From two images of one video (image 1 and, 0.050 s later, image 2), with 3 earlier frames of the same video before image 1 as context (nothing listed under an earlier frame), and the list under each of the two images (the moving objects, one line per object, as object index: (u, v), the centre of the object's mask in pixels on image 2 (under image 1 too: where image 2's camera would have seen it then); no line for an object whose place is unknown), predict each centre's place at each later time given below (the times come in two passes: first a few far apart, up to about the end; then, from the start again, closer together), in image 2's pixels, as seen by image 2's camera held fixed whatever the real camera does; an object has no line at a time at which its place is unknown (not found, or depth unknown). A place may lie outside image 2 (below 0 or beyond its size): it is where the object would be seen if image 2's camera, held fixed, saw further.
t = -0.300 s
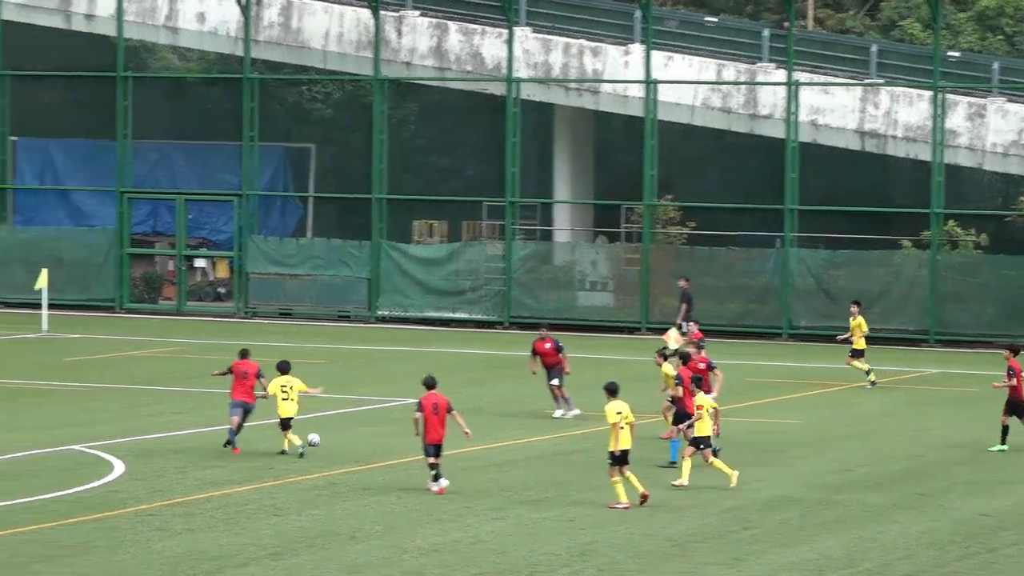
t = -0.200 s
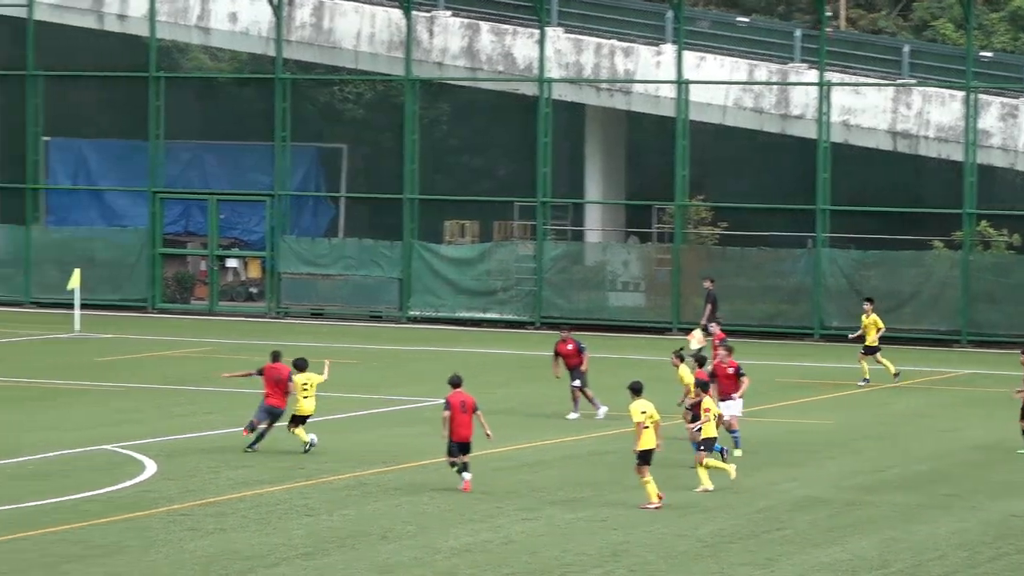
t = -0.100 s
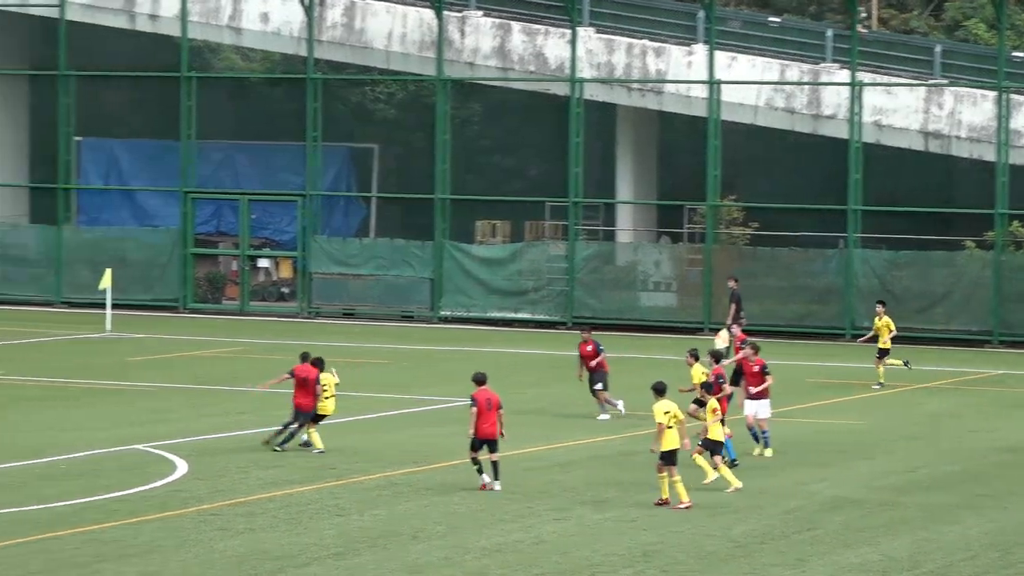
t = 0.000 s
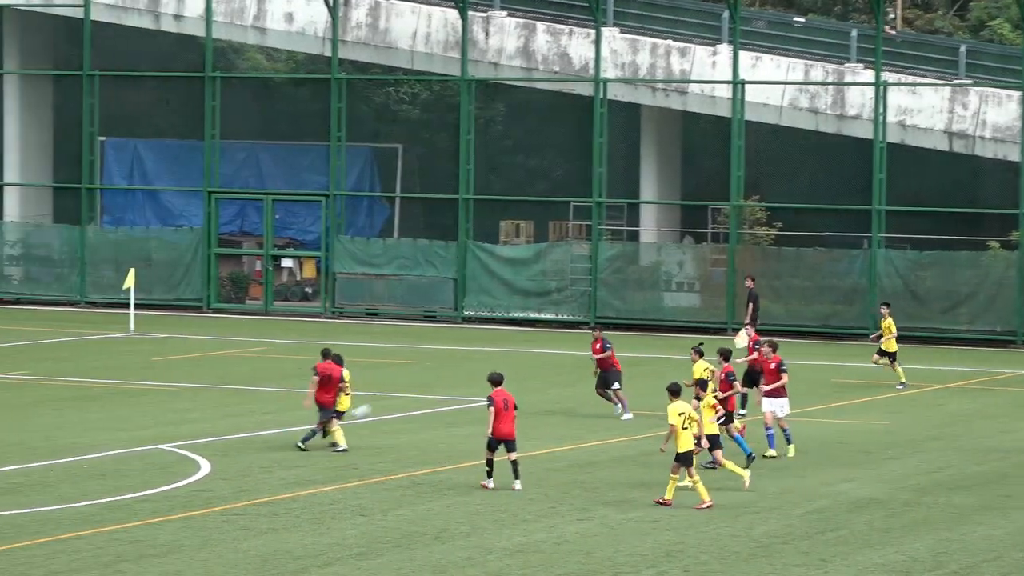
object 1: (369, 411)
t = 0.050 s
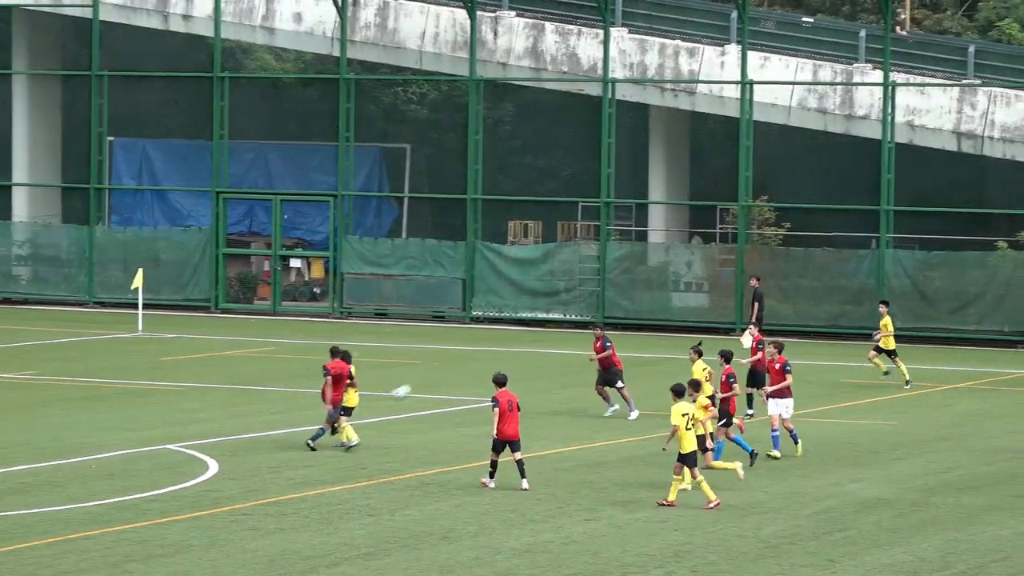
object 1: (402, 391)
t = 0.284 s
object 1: (545, 320)
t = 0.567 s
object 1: (706, 272)
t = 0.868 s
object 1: (861, 265)
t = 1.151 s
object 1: (1003, 298)
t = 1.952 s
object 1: (1269, 363)
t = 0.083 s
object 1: (423, 380)
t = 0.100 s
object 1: (434, 375)
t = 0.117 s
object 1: (444, 369)
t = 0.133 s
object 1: (455, 363)
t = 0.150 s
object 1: (464, 358)
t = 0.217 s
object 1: (507, 337)
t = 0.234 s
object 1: (517, 333)
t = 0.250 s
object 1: (526, 328)
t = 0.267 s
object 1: (536, 324)
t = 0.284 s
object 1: (545, 320)
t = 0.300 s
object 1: (557, 316)
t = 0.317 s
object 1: (567, 312)
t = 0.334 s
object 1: (576, 308)
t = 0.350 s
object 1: (585, 304)
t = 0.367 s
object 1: (595, 301)
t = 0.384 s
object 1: (605, 298)
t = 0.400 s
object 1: (615, 294)
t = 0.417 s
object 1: (624, 292)
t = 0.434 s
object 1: (634, 288)
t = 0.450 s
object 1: (643, 286)
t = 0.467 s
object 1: (652, 284)
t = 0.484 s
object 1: (661, 281)
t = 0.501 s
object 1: (670, 279)
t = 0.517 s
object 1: (680, 276)
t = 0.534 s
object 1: (689, 274)
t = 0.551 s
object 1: (698, 273)
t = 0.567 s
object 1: (706, 272)
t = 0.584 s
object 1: (716, 270)
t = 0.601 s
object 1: (725, 269)
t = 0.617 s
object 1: (734, 267)
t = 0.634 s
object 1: (742, 266)
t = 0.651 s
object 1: (751, 265)
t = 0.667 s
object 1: (759, 265)
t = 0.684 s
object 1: (768, 264)
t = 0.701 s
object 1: (777, 264)
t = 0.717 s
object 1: (785, 263)
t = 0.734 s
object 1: (794, 263)
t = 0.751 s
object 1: (802, 263)
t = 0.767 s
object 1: (810, 263)
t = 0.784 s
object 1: (819, 263)
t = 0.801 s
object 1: (827, 263)
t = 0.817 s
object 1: (836, 263)
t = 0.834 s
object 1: (844, 264)
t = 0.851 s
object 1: (853, 264)
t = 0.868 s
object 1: (861, 265)
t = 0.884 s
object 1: (870, 266)
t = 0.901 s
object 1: (878, 267)
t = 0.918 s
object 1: (887, 268)
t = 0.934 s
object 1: (895, 269)
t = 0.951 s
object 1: (903, 271)
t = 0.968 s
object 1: (911, 272)
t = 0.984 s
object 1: (920, 274)
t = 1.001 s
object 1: (928, 276)
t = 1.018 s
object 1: (937, 278)
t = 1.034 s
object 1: (945, 280)
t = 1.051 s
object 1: (953, 282)
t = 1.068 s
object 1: (961, 284)
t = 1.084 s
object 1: (970, 287)
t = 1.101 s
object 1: (978, 290)
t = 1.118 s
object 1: (986, 292)
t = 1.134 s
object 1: (994, 295)
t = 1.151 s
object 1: (1003, 298)
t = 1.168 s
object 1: (1011, 301)
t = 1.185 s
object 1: (1019, 304)
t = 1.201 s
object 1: (1028, 308)
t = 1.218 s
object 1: (1036, 311)
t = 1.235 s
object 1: (1044, 315)
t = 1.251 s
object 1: (1052, 318)
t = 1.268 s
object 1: (1061, 322)
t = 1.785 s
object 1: (1248, 386)
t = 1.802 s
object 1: (1250, 383)
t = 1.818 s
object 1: (1252, 380)
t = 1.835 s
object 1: (1254, 377)
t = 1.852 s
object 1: (1257, 375)
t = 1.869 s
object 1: (1259, 372)
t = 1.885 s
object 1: (1261, 370)
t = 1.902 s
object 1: (1263, 368)
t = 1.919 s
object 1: (1265, 366)
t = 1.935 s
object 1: (1266, 365)
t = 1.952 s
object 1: (1269, 363)
